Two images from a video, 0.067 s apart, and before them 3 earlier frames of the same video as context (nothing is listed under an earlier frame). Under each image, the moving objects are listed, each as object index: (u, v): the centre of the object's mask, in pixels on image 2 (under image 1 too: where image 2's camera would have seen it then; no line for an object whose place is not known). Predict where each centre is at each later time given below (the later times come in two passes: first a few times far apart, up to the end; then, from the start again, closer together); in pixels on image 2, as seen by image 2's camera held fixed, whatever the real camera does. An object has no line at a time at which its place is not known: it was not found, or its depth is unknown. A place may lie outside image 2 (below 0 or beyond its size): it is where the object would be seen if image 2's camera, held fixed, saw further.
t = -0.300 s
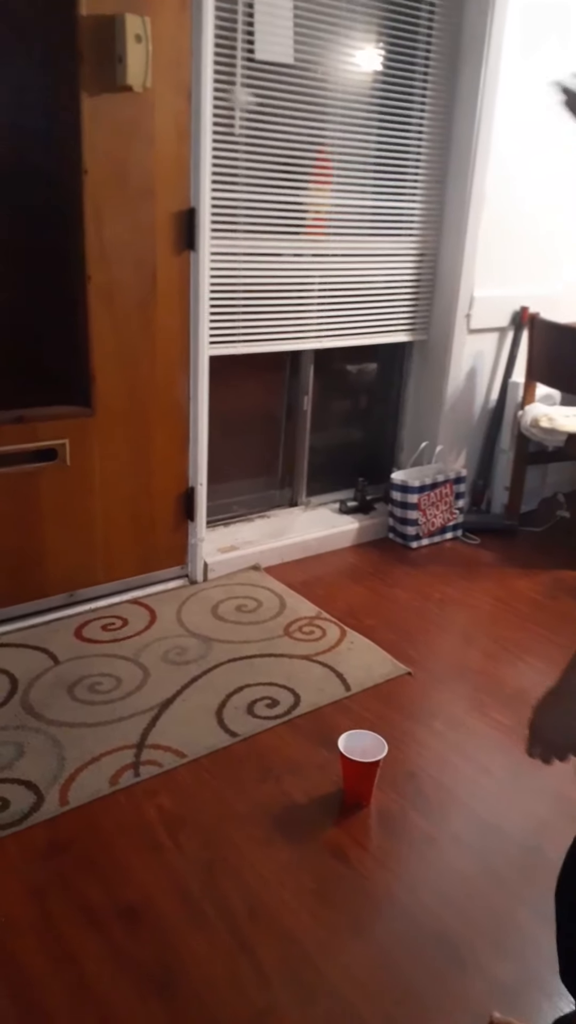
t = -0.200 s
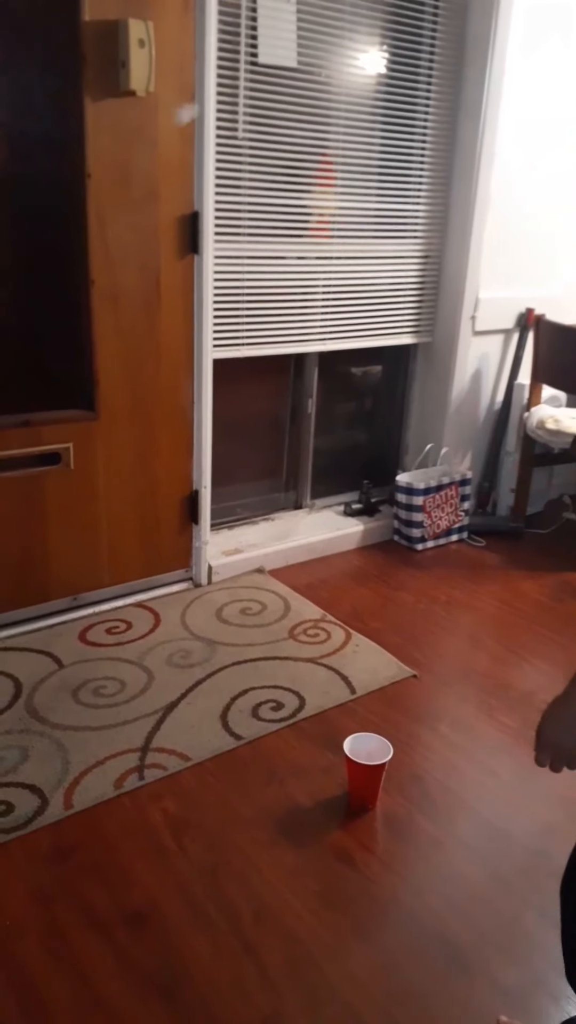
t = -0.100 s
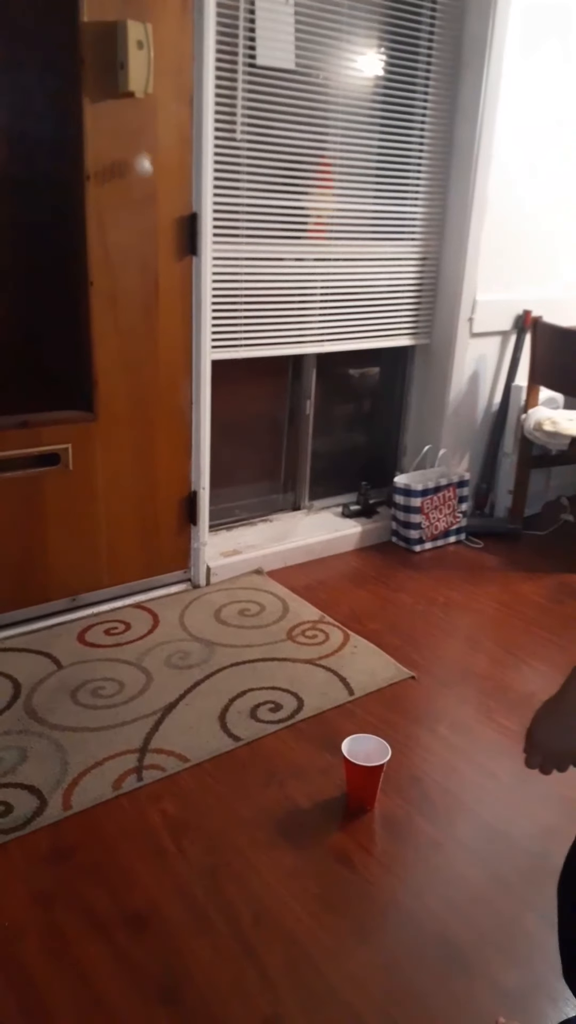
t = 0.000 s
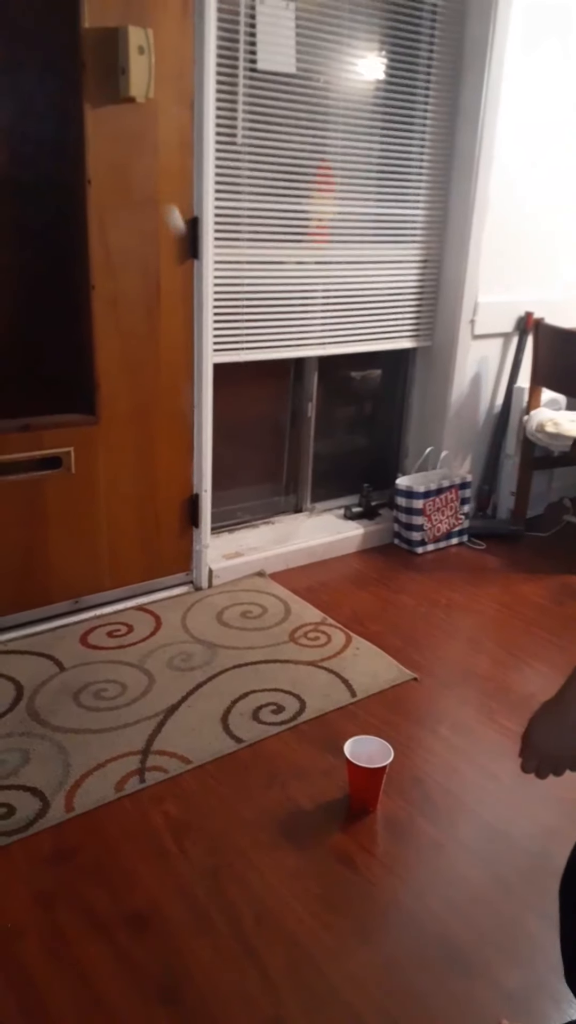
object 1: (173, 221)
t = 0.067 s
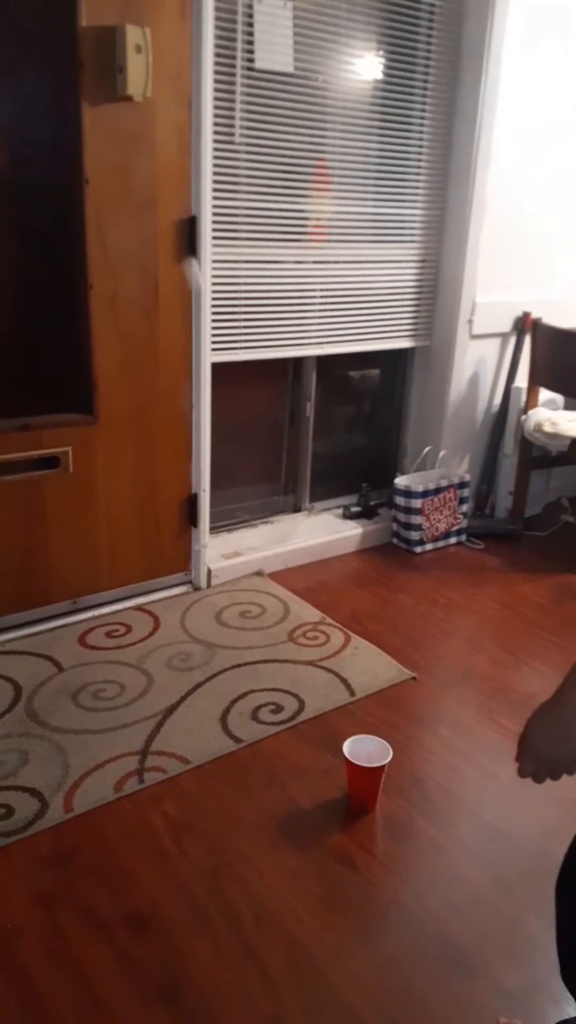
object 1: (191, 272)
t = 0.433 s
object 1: (268, 651)
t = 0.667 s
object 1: (305, 635)
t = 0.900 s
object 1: (340, 723)
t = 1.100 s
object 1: (377, 728)
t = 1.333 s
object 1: (417, 745)
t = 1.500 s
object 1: (446, 763)
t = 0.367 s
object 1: (258, 677)
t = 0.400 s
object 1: (262, 671)
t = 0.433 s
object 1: (268, 651)
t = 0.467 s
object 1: (273, 637)
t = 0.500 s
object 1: (279, 628)
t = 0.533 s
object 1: (285, 620)
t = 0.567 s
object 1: (289, 618)
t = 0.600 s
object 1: (295, 620)
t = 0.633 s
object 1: (300, 626)
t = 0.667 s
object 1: (305, 635)
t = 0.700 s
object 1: (311, 647)
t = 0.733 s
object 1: (316, 665)
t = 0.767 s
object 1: (321, 684)
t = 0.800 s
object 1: (324, 713)
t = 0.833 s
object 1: (327, 739)
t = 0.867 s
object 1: (333, 735)
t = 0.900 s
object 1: (340, 723)
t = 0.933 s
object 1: (346, 715)
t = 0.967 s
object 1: (353, 709)
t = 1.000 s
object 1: (359, 709)
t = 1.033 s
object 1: (366, 713)
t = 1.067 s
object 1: (372, 720)
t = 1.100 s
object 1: (377, 728)
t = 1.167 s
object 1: (391, 768)
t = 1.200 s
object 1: (396, 757)
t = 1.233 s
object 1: (401, 747)
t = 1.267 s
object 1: (406, 743)
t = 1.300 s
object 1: (411, 742)
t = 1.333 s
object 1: (417, 745)
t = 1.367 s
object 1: (423, 753)
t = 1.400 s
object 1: (427, 764)
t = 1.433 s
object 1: (430, 779)
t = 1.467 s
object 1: (437, 772)
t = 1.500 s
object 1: (446, 763)
